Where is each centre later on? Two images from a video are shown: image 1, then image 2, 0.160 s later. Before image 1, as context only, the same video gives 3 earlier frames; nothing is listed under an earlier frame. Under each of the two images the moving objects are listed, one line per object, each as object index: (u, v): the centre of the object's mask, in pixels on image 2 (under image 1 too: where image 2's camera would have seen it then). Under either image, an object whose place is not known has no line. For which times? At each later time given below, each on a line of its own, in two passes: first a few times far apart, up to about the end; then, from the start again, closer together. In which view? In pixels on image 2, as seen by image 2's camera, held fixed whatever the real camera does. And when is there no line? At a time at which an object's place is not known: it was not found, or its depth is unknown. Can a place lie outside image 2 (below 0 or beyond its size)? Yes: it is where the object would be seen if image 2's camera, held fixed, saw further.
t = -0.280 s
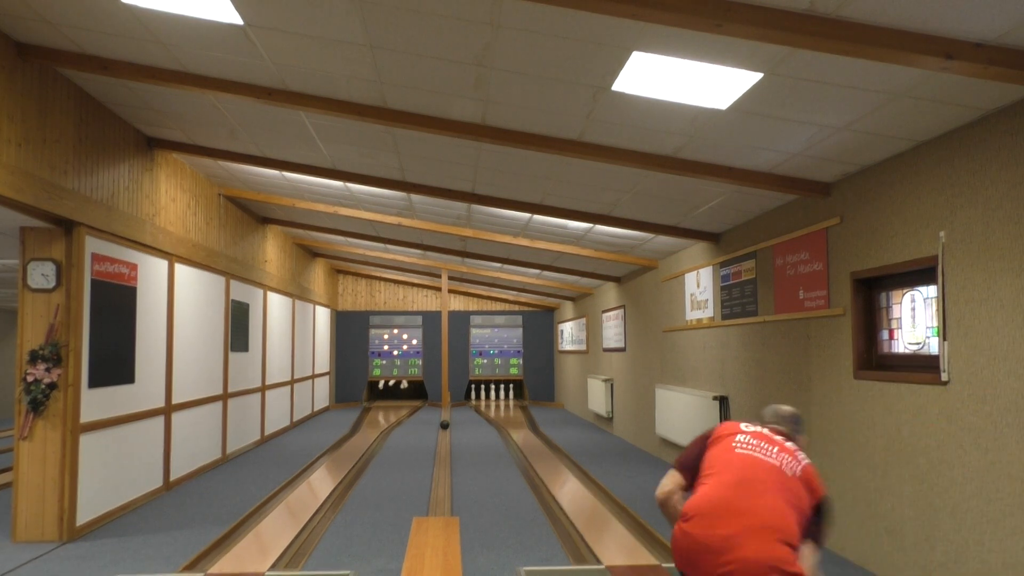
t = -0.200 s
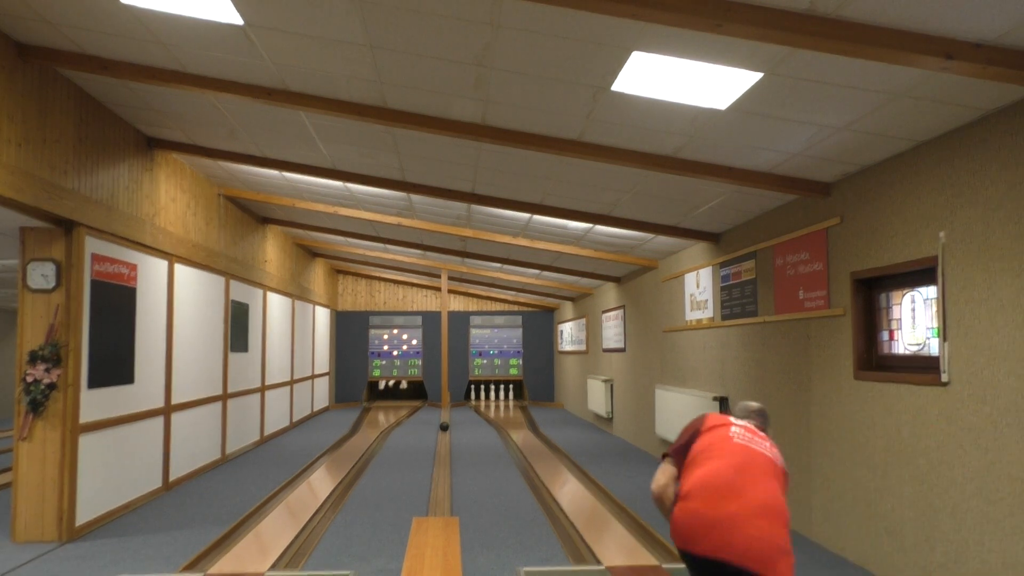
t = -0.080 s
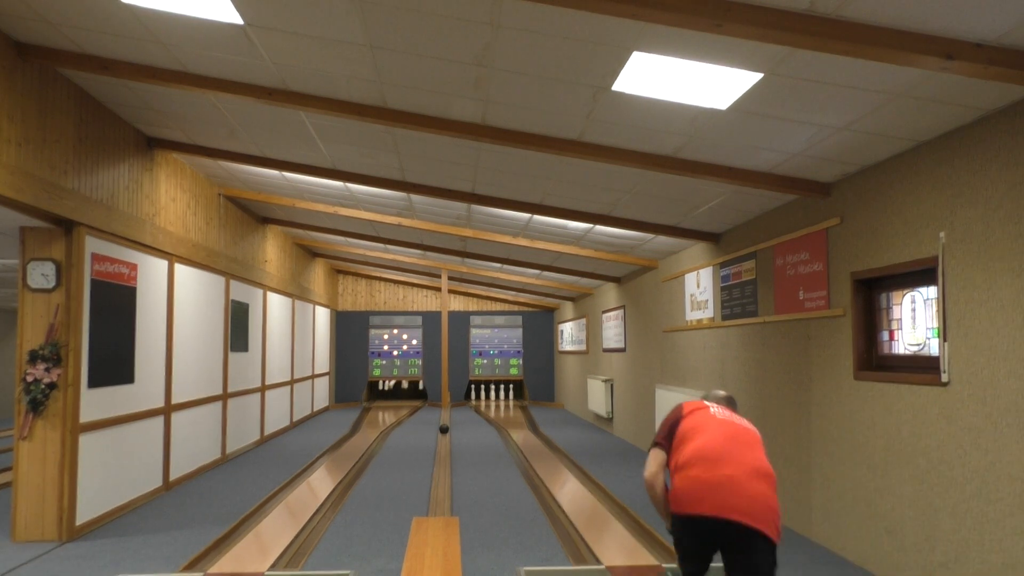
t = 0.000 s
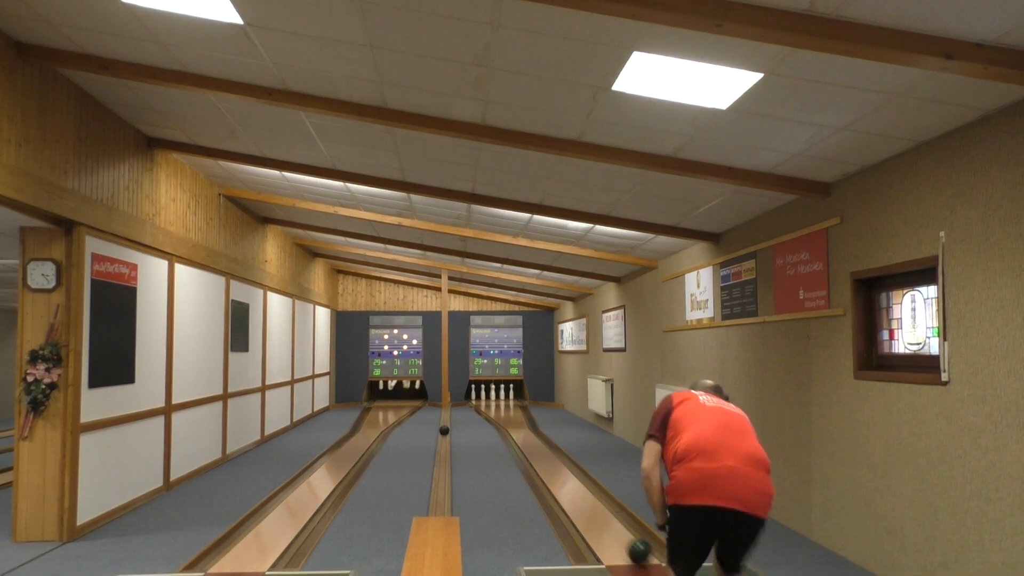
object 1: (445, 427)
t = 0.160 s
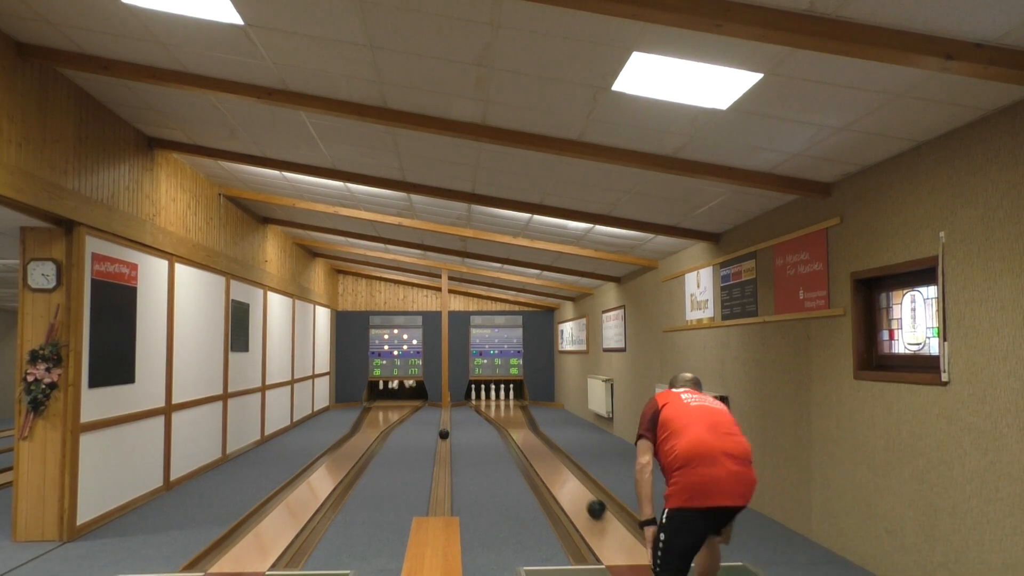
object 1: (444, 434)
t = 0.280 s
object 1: (444, 437)
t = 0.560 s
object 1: (443, 444)
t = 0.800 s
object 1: (443, 452)
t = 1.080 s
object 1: (442, 464)
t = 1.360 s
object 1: (441, 478)
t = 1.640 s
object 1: (440, 496)
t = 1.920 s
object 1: (439, 512)
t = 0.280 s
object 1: (444, 437)
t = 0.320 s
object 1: (444, 438)
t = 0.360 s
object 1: (444, 438)
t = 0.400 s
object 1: (444, 440)
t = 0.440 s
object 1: (444, 441)
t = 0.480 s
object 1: (443, 442)
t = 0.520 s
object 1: (443, 443)
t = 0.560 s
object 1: (443, 444)
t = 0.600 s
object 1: (443, 446)
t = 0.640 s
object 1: (443, 447)
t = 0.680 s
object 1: (443, 448)
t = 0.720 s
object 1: (443, 450)
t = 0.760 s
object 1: (443, 451)
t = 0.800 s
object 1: (443, 452)
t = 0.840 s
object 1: (443, 454)
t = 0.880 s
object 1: (443, 455)
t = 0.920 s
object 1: (442, 457)
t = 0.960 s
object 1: (442, 459)
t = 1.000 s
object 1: (442, 461)
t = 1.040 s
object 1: (442, 462)
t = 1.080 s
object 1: (442, 464)
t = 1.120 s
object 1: (442, 466)
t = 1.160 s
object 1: (442, 468)
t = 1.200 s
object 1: (442, 470)
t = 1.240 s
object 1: (442, 471)
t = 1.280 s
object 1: (442, 473)
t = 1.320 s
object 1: (441, 476)
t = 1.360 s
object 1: (441, 478)
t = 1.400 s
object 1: (441, 480)
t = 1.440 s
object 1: (441, 483)
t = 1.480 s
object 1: (441, 485)
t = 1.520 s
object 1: (441, 488)
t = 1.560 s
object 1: (441, 490)
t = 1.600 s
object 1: (440, 493)
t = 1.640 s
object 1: (440, 496)
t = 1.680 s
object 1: (440, 499)
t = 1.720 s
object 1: (440, 502)
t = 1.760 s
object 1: (440, 505)
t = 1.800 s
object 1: (439, 507)
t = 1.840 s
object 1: (439, 509)
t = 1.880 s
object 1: (439, 511)
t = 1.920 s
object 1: (439, 512)
